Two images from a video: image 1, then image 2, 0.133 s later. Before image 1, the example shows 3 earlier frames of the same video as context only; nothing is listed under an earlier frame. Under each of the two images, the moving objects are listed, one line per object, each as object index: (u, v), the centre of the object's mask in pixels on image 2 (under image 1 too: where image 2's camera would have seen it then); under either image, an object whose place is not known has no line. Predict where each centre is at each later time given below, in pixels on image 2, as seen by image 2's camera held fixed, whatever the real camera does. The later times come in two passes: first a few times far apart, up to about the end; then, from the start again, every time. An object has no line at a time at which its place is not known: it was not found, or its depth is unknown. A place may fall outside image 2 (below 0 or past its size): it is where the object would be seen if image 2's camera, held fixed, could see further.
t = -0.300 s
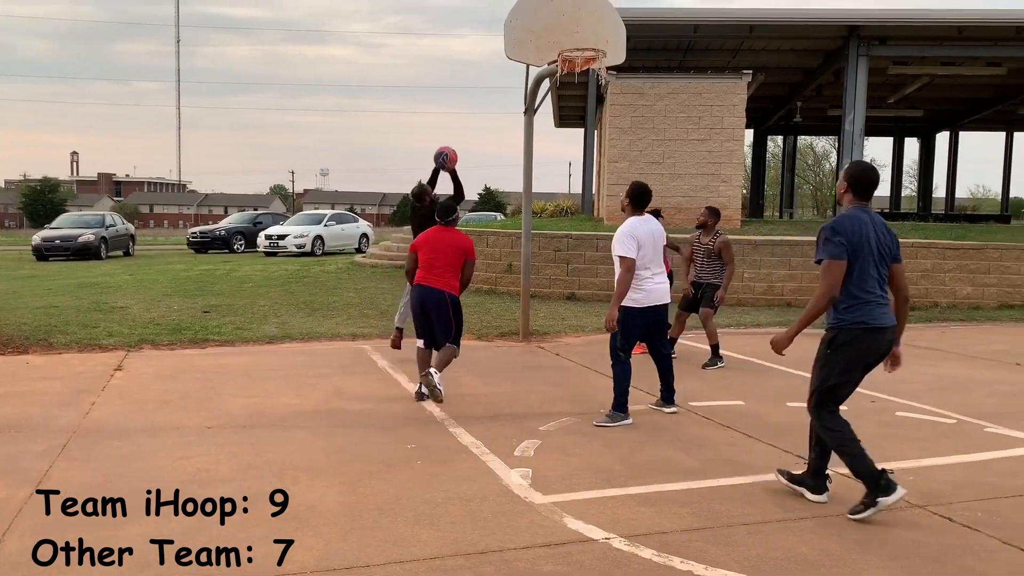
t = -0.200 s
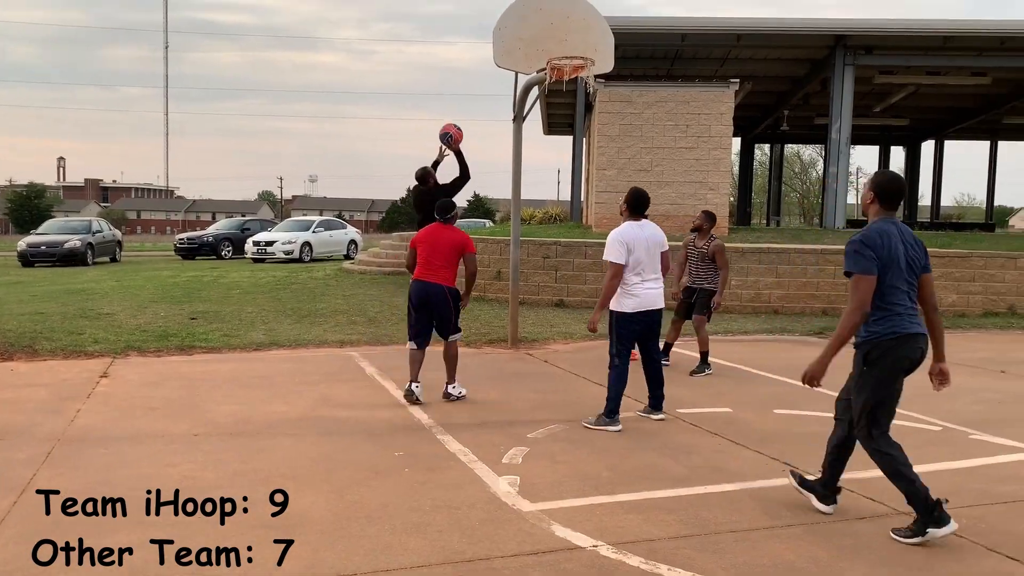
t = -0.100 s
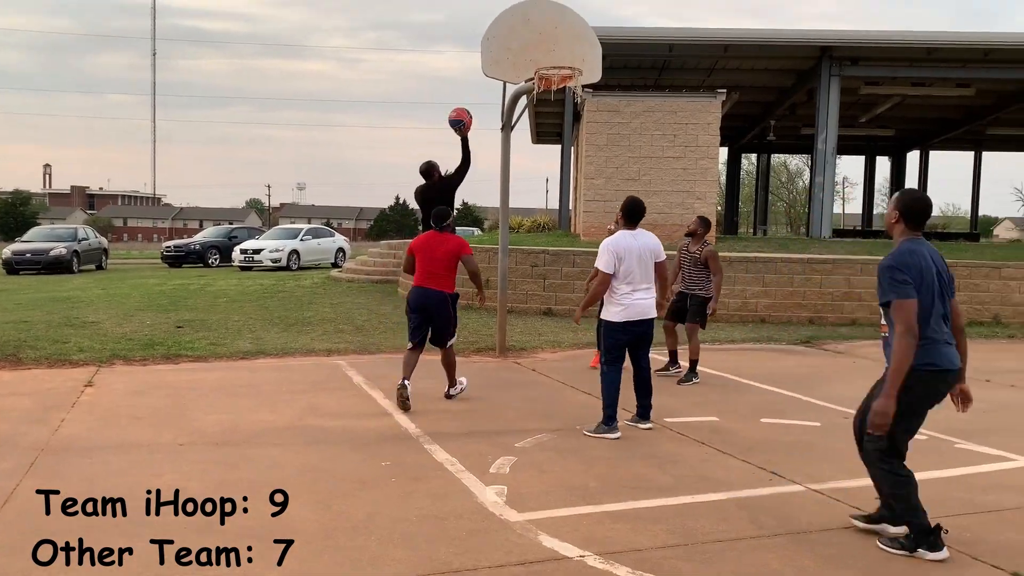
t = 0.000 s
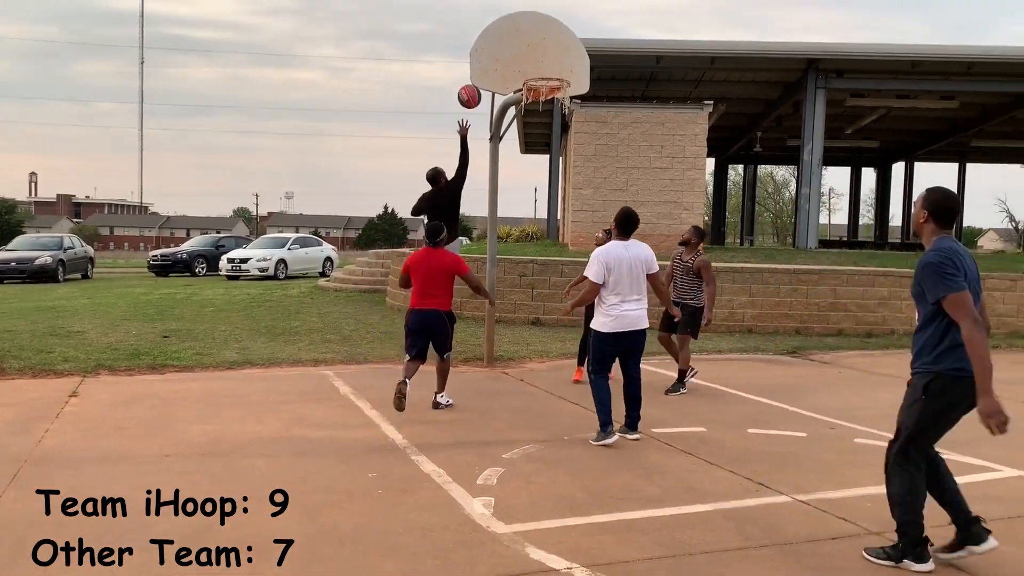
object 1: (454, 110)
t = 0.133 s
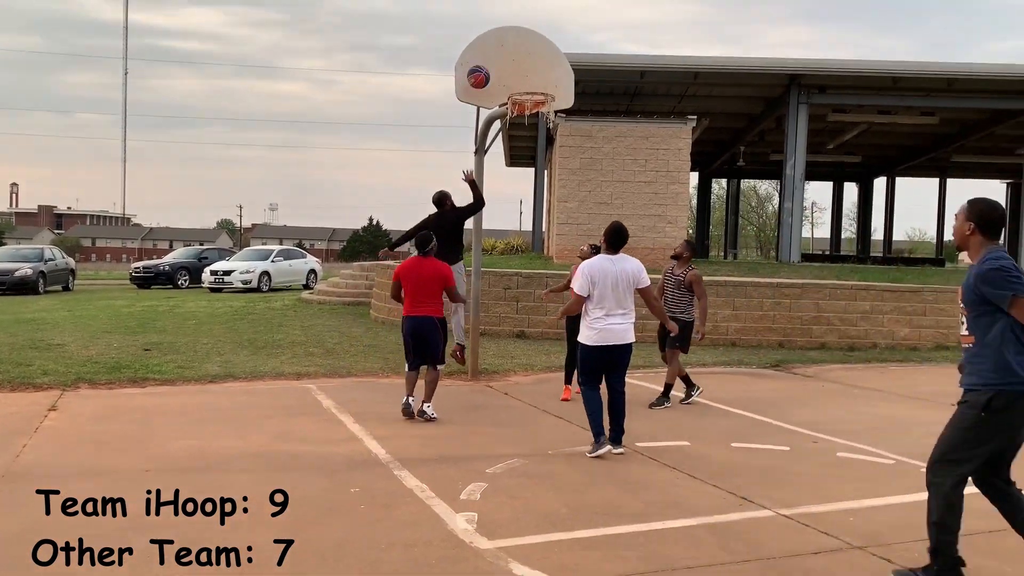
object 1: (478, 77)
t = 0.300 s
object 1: (505, 64)
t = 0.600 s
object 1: (536, 109)
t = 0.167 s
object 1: (484, 72)
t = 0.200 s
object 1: (490, 67)
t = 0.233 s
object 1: (494, 65)
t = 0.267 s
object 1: (500, 64)
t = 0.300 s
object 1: (505, 64)
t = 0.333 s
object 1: (510, 66)
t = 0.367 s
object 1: (516, 69)
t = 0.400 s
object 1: (521, 72)
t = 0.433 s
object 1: (526, 77)
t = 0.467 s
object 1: (531, 82)
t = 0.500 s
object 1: (536, 86)
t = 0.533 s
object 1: (541, 98)
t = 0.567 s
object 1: (539, 103)
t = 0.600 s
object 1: (536, 109)
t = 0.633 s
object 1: (532, 116)
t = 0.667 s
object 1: (529, 124)
